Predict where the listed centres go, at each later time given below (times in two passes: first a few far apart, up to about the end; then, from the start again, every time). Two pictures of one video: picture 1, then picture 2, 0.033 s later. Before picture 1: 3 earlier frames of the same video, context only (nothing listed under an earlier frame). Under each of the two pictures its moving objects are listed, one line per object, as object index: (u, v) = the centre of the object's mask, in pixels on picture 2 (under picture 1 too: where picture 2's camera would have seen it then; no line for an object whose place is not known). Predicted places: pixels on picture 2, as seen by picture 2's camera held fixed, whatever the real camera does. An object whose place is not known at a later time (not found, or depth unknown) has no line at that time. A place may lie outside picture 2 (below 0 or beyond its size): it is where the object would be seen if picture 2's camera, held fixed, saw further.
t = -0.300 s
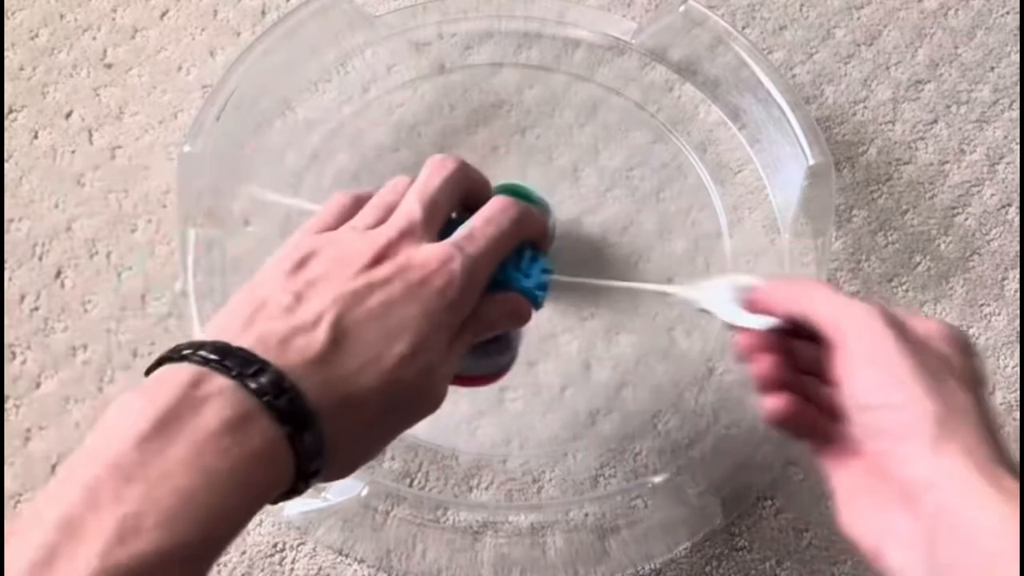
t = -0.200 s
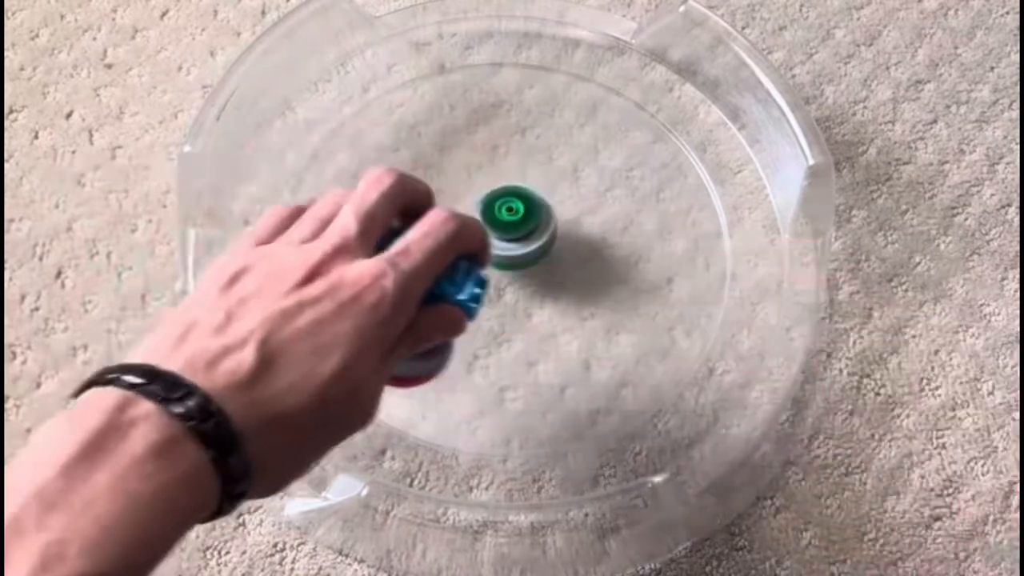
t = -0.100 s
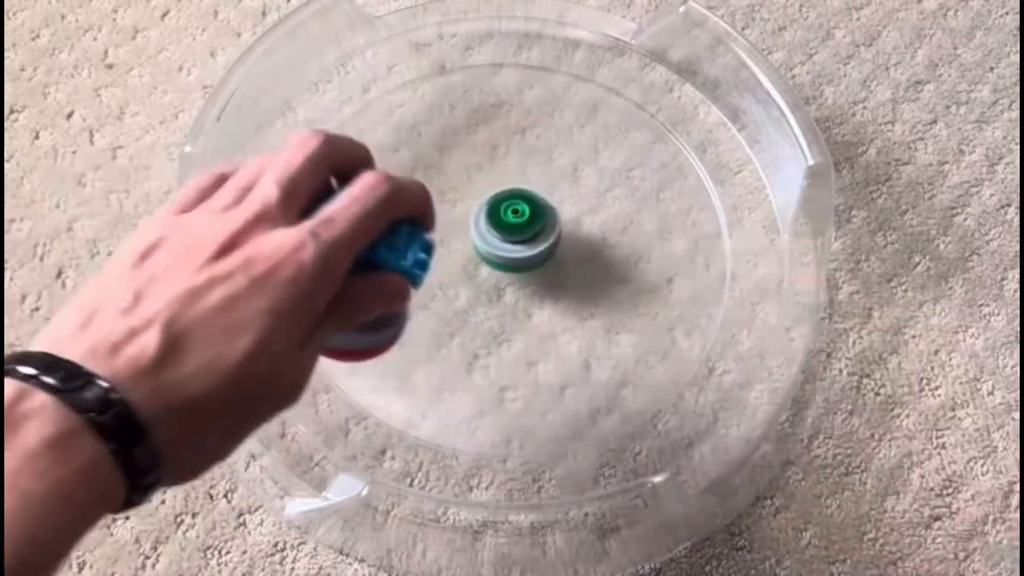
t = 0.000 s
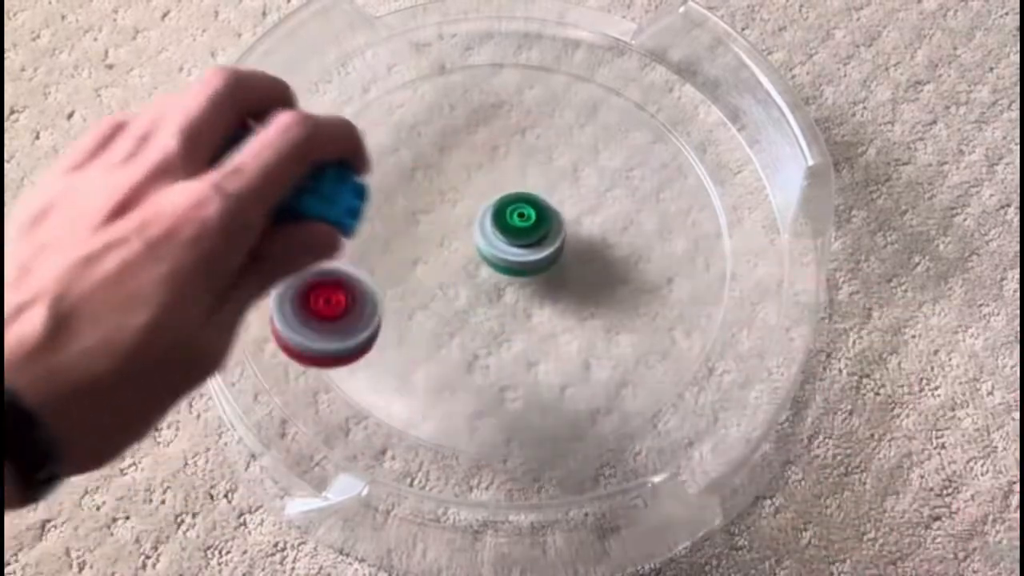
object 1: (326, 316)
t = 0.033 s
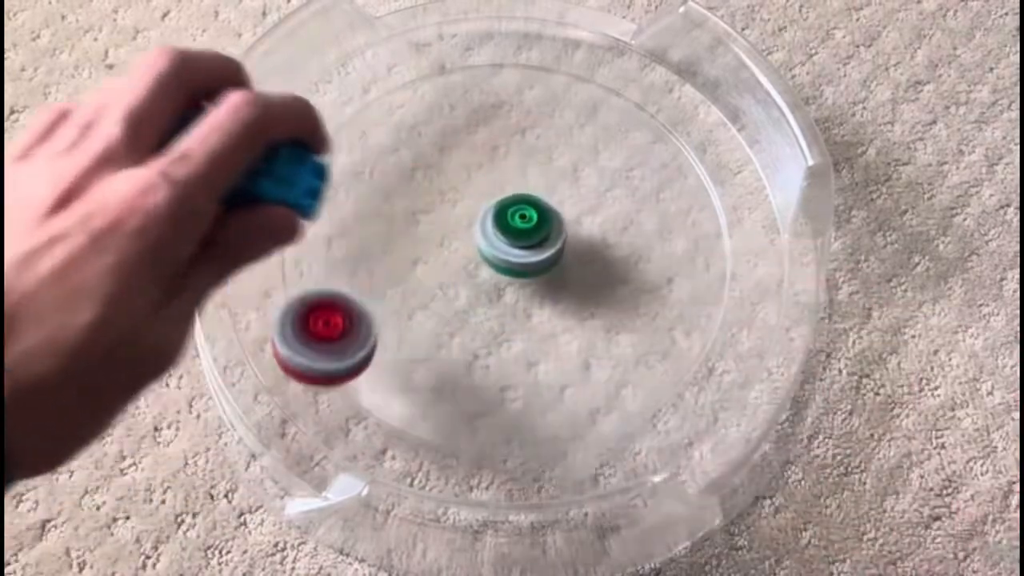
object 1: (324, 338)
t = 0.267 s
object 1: (294, 193)
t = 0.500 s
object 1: (459, 198)
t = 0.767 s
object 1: (506, 44)
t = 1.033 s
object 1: (301, 238)
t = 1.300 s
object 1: (530, 326)
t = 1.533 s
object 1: (617, 255)
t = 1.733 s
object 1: (565, 216)
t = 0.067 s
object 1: (348, 327)
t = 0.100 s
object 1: (376, 307)
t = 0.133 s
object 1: (402, 288)
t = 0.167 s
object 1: (427, 270)
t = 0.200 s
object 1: (393, 246)
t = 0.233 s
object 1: (339, 221)
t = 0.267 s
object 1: (294, 193)
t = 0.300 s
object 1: (272, 171)
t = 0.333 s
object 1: (286, 164)
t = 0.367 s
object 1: (303, 169)
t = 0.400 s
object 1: (336, 176)
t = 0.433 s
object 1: (377, 185)
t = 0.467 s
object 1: (418, 192)
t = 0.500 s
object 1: (459, 198)
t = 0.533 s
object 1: (499, 203)
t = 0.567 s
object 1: (539, 207)
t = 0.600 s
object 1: (576, 209)
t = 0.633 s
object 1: (607, 151)
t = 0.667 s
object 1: (638, 61)
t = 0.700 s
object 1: (599, 43)
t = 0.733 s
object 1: (552, 36)
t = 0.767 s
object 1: (506, 44)
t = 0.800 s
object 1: (455, 63)
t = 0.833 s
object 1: (406, 98)
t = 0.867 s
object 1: (376, 121)
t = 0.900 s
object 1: (352, 128)
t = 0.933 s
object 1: (331, 156)
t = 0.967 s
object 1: (315, 189)
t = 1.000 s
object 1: (303, 211)
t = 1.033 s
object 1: (301, 238)
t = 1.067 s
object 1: (312, 257)
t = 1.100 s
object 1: (337, 290)
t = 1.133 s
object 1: (370, 302)
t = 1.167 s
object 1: (398, 318)
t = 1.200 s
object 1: (434, 328)
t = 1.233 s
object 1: (466, 329)
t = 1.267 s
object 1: (506, 335)
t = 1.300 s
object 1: (530, 326)
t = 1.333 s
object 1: (560, 323)
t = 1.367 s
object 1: (578, 309)
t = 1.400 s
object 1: (598, 300)
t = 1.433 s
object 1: (608, 285)
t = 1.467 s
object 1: (615, 276)
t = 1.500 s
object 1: (618, 261)
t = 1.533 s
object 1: (617, 255)
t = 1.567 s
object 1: (612, 241)
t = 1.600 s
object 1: (607, 237)
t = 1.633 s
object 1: (597, 226)
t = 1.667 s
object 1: (588, 225)
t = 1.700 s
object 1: (575, 216)
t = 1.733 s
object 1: (565, 216)
